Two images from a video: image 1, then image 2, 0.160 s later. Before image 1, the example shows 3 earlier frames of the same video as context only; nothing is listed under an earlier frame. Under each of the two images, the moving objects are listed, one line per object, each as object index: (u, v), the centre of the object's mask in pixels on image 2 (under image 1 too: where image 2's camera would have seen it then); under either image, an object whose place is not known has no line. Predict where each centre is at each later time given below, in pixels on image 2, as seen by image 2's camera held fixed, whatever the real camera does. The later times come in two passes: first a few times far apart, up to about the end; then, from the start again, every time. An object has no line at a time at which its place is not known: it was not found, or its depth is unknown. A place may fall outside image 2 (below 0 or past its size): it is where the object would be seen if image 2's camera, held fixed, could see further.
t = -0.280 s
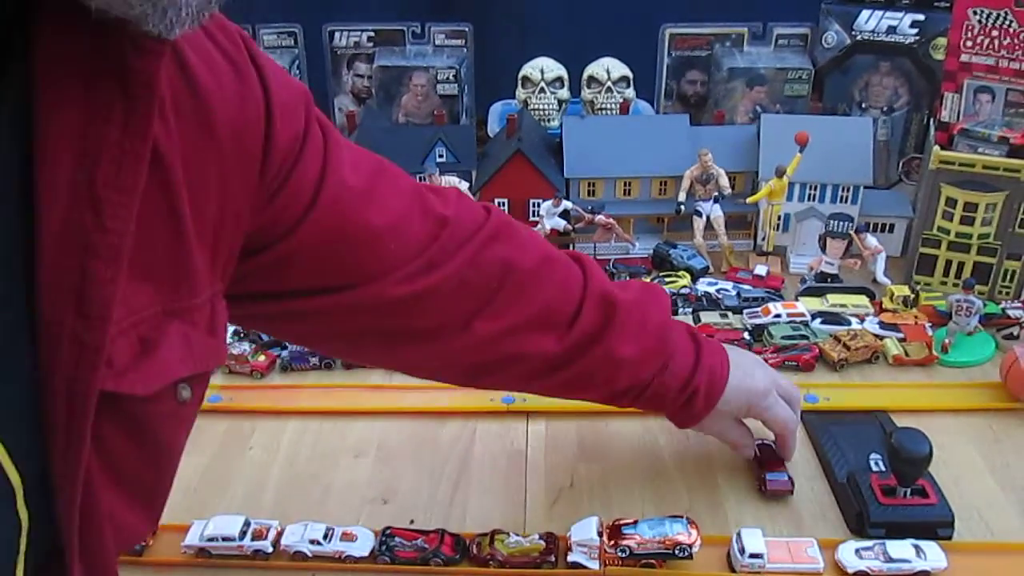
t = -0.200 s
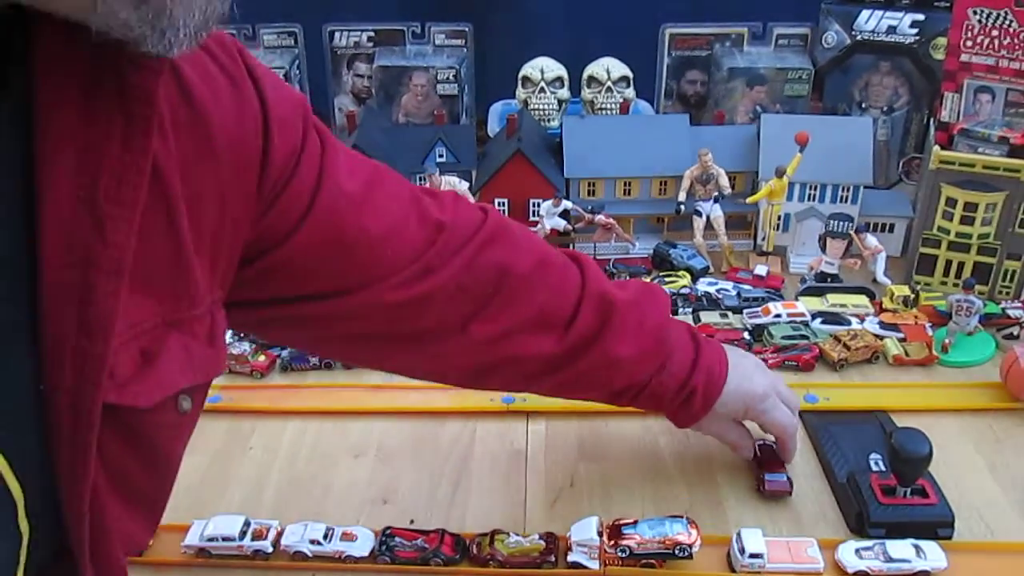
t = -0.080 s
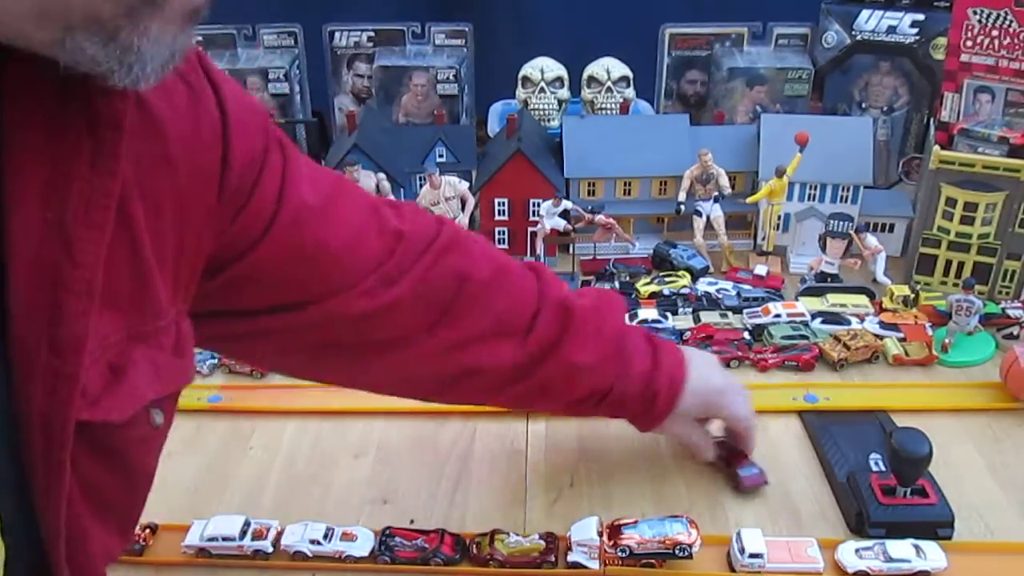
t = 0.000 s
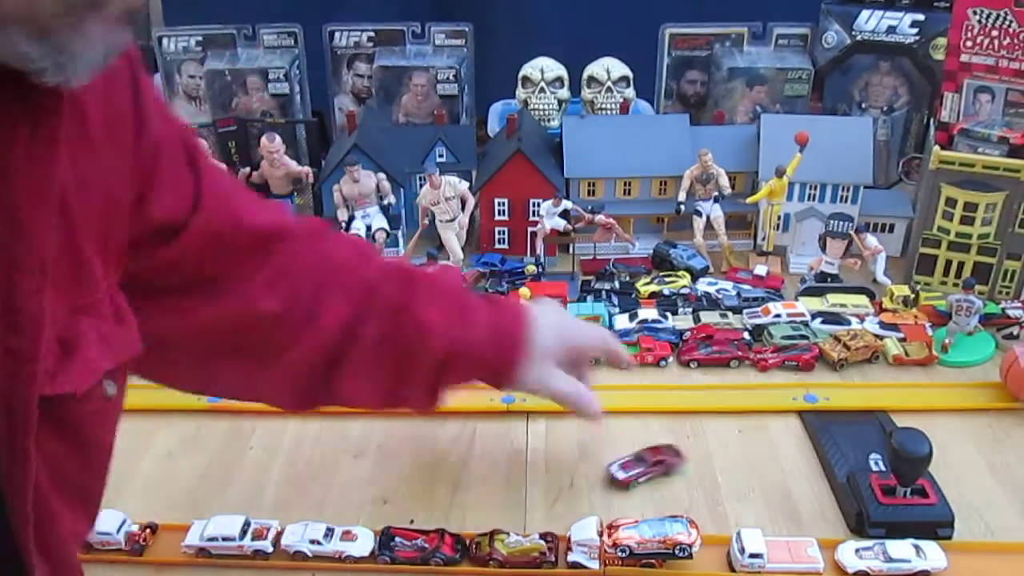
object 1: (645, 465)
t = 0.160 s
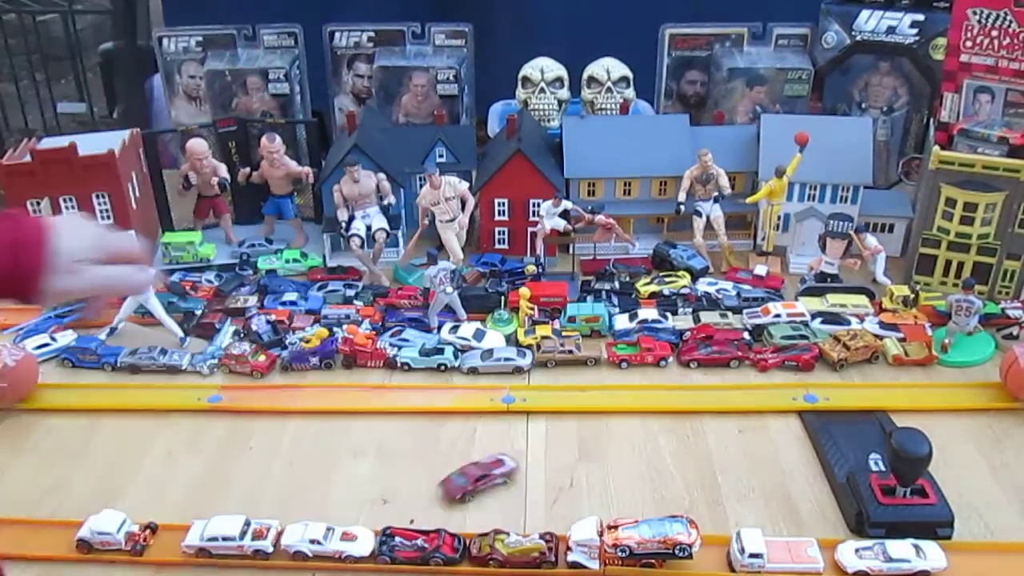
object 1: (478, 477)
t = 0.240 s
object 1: (407, 486)
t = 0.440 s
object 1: (261, 492)
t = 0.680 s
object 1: (154, 490)
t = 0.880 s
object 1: (125, 489)
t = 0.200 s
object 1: (440, 481)
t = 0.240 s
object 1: (407, 486)
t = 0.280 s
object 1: (374, 489)
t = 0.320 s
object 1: (342, 492)
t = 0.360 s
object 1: (311, 495)
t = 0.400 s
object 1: (285, 495)
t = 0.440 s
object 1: (261, 492)
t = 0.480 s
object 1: (240, 493)
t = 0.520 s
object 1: (222, 490)
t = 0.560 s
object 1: (204, 489)
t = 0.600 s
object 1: (187, 487)
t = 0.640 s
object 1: (170, 487)
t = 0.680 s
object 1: (154, 490)
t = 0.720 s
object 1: (142, 491)
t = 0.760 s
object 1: (133, 490)
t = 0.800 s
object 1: (128, 489)
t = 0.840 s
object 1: (125, 489)
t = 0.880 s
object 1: (125, 489)
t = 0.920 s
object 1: (125, 489)
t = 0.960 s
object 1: (125, 489)
